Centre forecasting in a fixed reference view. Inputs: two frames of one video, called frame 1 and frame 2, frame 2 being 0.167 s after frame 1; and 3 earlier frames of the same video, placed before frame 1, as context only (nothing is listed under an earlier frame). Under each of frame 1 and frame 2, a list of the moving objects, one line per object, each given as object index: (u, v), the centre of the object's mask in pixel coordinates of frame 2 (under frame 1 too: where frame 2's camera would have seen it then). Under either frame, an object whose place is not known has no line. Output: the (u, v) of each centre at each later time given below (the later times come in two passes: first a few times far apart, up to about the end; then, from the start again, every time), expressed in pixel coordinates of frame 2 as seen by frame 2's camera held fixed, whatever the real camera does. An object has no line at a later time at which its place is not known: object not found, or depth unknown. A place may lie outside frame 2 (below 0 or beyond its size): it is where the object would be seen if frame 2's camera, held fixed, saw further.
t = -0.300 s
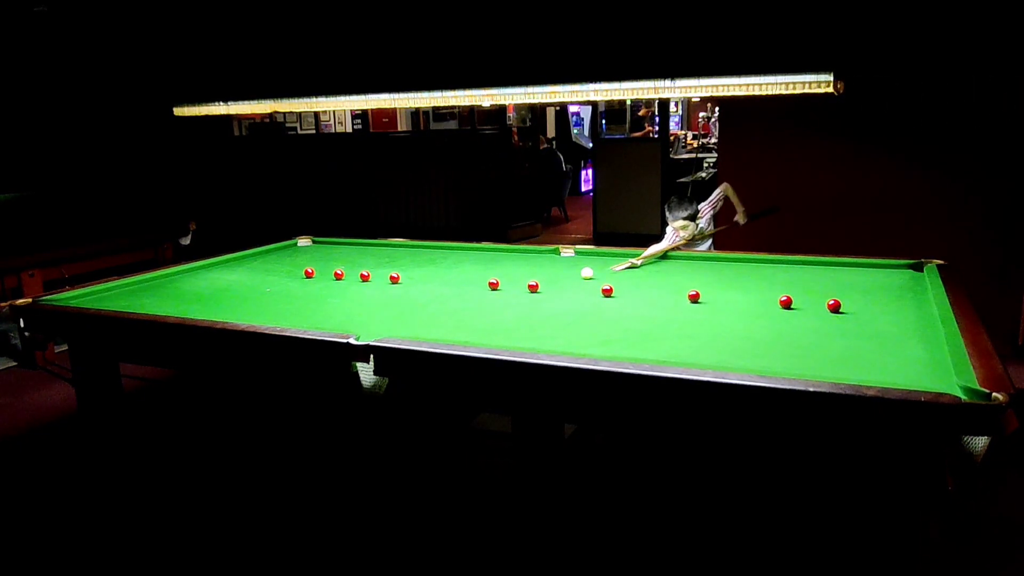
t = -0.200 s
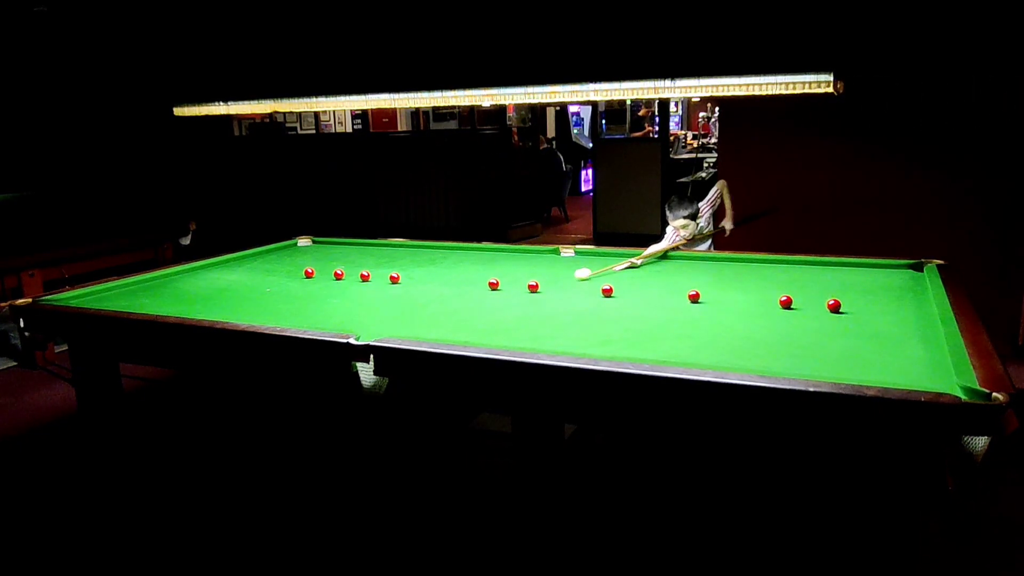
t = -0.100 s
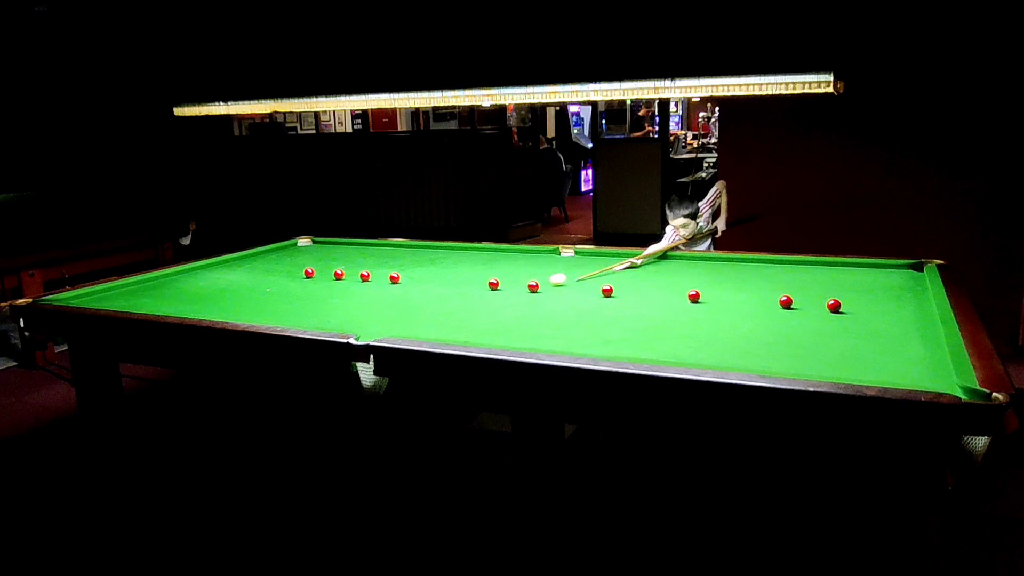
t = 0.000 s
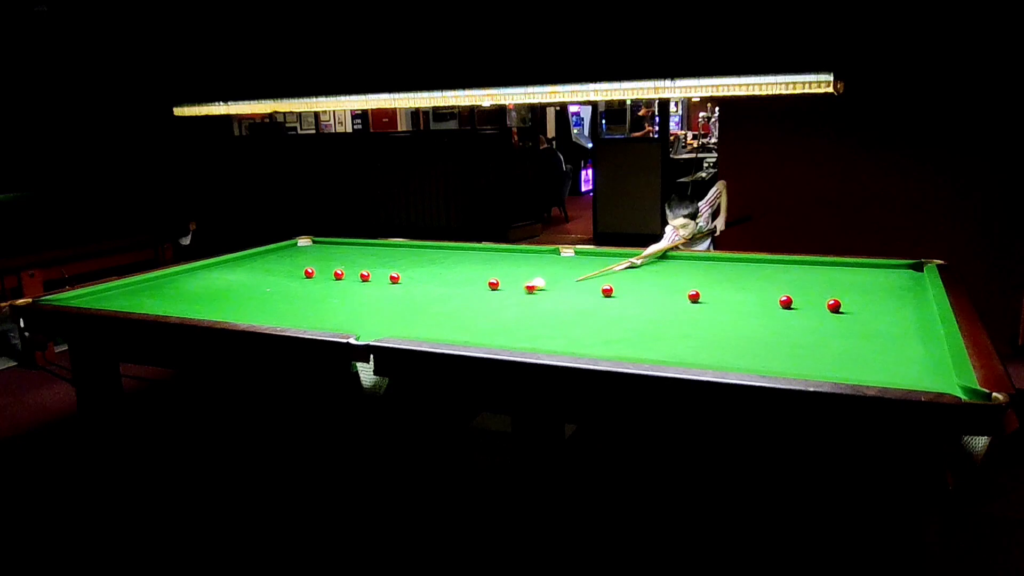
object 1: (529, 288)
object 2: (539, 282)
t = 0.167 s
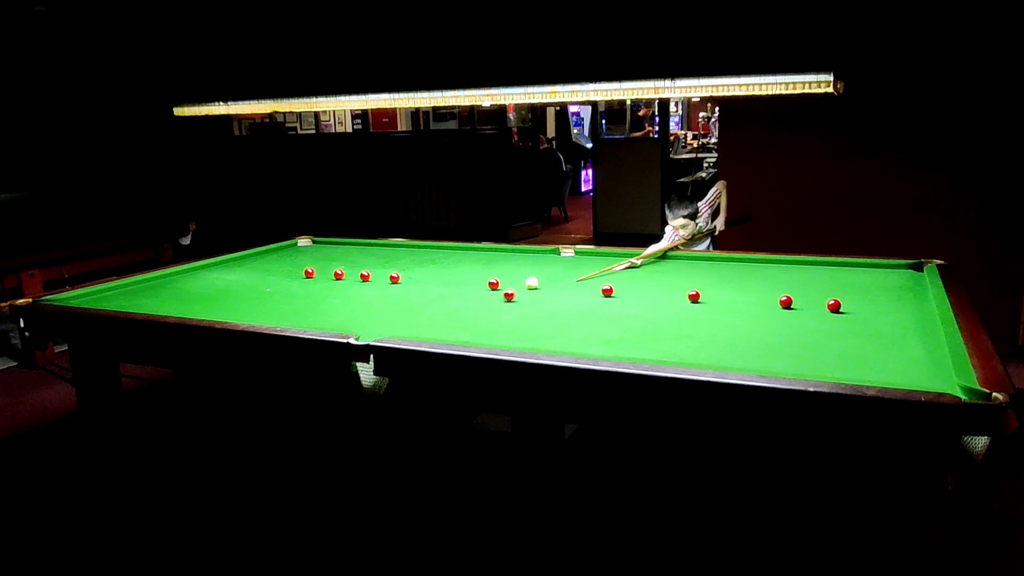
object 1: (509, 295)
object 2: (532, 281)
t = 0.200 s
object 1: (505, 297)
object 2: (531, 281)
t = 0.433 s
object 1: (476, 307)
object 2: (522, 280)
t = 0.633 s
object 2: (516, 280)
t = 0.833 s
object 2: (511, 279)
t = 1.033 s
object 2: (507, 278)
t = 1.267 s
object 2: (503, 278)
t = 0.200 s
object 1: (505, 297)
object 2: (531, 281)
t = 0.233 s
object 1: (500, 298)
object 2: (529, 281)
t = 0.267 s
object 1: (496, 300)
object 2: (528, 281)
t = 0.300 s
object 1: (492, 301)
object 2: (527, 281)
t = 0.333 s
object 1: (488, 303)
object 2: (526, 280)
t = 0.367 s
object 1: (484, 304)
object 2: (525, 280)
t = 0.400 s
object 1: (480, 306)
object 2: (523, 280)
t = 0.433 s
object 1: (476, 307)
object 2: (522, 280)
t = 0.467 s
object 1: (471, 309)
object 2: (521, 280)
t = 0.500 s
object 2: (520, 280)
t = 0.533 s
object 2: (519, 280)
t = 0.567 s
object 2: (518, 280)
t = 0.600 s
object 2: (517, 280)
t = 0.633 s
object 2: (516, 280)
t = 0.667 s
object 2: (515, 280)
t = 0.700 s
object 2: (515, 279)
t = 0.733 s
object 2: (514, 279)
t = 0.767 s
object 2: (513, 279)
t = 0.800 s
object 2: (512, 279)
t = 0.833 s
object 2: (511, 279)
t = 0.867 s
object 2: (511, 279)
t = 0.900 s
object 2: (510, 279)
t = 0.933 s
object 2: (509, 279)
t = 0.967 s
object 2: (509, 279)
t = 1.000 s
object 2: (508, 279)
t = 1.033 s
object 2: (507, 278)
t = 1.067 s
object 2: (506, 278)
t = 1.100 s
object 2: (506, 278)
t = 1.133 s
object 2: (505, 278)
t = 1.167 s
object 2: (505, 278)
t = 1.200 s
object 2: (504, 278)
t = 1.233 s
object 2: (504, 278)
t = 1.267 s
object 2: (503, 278)
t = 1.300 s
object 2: (503, 278)
